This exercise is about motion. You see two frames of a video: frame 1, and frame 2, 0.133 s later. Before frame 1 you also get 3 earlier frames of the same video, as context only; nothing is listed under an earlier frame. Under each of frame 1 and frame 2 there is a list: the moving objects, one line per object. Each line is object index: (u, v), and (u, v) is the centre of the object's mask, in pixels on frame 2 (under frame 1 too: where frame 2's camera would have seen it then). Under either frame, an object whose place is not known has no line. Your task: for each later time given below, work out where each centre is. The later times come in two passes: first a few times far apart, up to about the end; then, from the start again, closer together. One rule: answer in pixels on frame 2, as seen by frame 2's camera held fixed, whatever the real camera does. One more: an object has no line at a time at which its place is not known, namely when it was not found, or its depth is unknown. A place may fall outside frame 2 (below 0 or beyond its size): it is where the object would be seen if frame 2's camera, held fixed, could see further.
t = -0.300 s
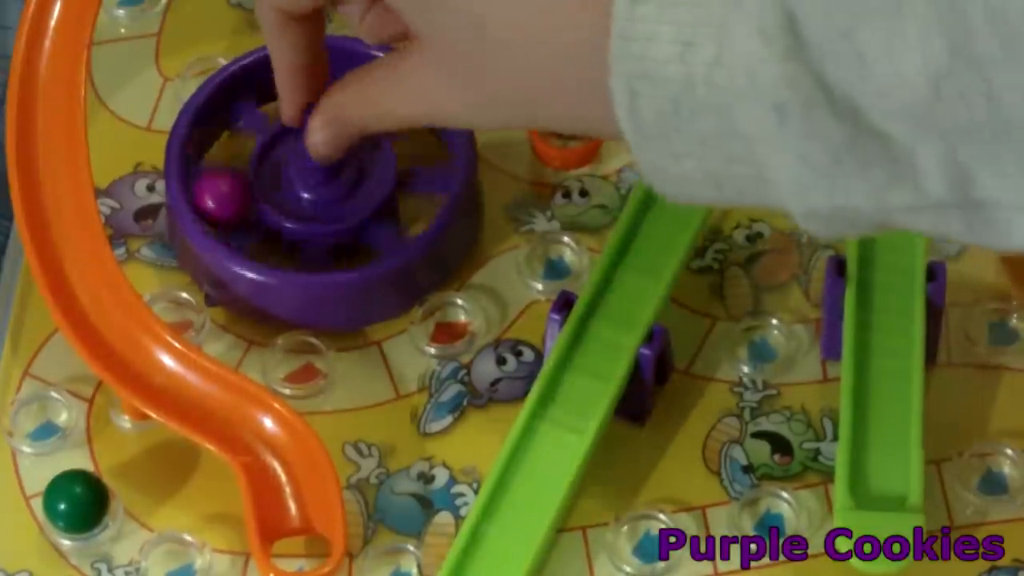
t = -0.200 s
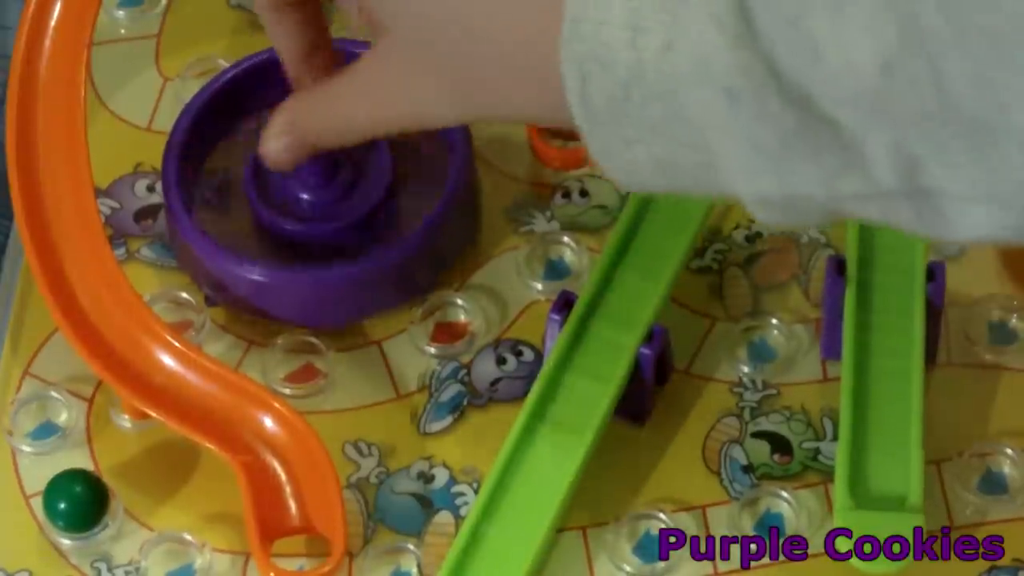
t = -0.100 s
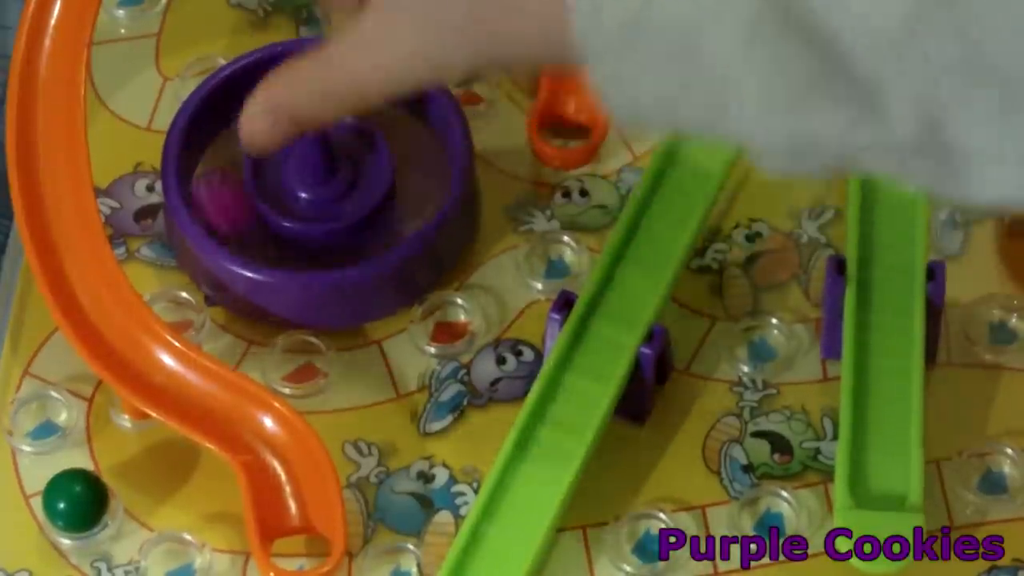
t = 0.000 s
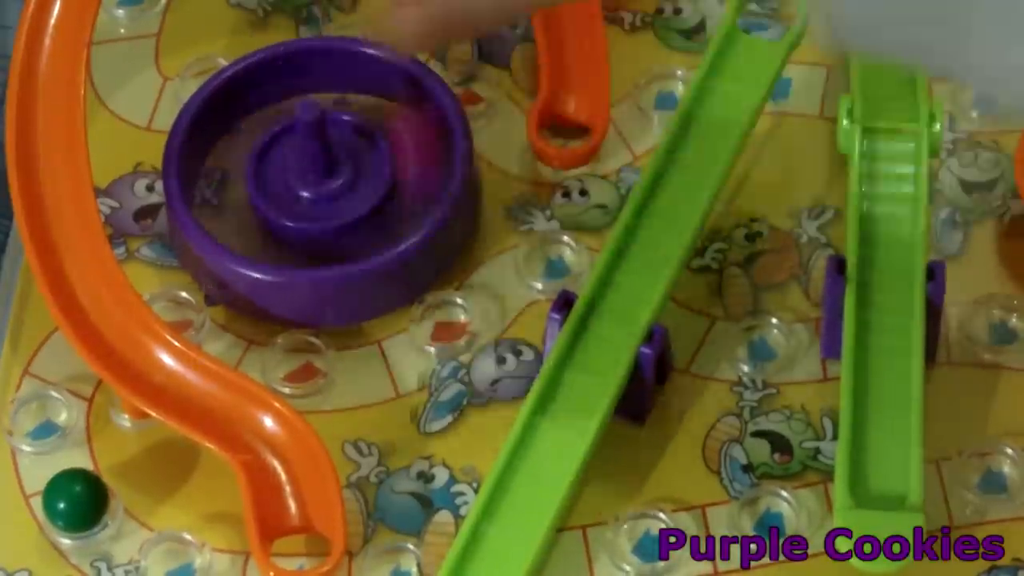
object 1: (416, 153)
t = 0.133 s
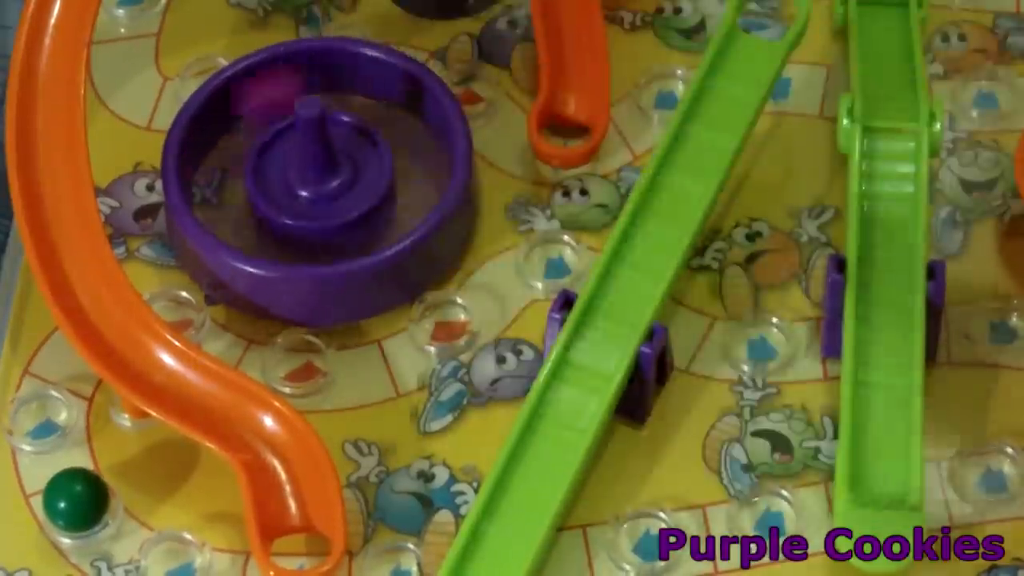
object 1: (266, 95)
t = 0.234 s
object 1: (317, 245)
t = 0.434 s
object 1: (303, 245)
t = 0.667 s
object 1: (233, 221)
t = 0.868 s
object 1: (275, 241)
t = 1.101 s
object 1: (265, 237)
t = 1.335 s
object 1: (294, 245)
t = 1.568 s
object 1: (354, 241)
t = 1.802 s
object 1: (419, 179)
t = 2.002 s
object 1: (290, 85)
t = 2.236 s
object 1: (213, 174)
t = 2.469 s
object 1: (341, 242)
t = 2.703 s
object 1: (377, 96)
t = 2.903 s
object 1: (231, 215)
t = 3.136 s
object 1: (417, 143)
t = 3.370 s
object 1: (212, 173)
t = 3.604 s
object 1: (418, 136)
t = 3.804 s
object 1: (263, 238)
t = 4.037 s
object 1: (281, 88)
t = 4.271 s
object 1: (423, 176)
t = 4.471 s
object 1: (302, 246)
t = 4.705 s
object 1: (209, 170)
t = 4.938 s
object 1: (257, 100)
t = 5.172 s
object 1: (317, 80)
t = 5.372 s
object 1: (336, 82)
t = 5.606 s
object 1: (336, 82)
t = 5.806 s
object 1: (336, 83)
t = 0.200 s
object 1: (411, 191)
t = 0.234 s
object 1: (317, 245)
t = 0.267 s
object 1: (225, 208)
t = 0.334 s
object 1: (298, 85)
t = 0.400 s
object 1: (397, 211)
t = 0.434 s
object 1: (303, 245)
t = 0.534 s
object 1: (290, 85)
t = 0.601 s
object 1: (409, 198)
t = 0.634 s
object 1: (323, 245)
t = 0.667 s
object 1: (233, 221)
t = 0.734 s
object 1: (266, 95)
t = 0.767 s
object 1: (367, 89)
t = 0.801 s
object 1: (421, 162)
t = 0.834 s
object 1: (369, 234)
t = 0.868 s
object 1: (275, 241)
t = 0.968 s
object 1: (293, 84)
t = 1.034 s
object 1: (417, 185)
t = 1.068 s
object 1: (357, 238)
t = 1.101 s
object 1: (265, 237)
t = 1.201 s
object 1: (288, 87)
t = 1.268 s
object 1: (419, 165)
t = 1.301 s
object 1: (379, 229)
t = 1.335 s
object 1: (294, 245)
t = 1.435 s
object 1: (256, 102)
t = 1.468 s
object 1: (334, 84)
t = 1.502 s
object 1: (407, 122)
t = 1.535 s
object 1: (417, 187)
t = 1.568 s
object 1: (354, 241)
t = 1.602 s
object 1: (274, 240)
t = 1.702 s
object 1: (260, 100)
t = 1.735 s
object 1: (333, 82)
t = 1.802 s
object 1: (419, 179)
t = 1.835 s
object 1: (370, 235)
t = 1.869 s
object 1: (292, 244)
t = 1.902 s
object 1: (234, 221)
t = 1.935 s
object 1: (214, 169)
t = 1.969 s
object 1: (234, 119)
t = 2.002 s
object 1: (290, 85)
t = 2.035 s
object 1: (360, 87)
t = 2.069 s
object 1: (414, 132)
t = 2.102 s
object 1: (414, 193)
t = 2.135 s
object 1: (362, 238)
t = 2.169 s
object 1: (289, 243)
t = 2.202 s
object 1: (233, 219)
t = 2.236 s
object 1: (213, 174)
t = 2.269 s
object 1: (227, 125)
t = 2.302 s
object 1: (272, 93)
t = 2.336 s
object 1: (339, 84)
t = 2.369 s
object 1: (401, 108)
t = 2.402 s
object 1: (423, 162)
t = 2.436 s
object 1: (399, 216)
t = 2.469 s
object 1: (341, 242)
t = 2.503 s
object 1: (275, 242)
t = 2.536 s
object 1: (230, 213)
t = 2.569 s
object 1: (213, 171)
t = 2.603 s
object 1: (227, 130)
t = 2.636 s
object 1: (265, 97)
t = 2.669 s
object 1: (323, 80)
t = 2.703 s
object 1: (377, 96)
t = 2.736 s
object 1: (415, 135)
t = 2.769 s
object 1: (419, 184)
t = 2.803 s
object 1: (385, 227)
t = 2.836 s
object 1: (327, 244)
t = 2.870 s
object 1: (270, 241)
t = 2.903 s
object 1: (231, 215)
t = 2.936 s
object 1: (214, 178)
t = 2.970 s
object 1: (221, 137)
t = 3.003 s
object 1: (249, 107)
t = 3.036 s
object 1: (294, 84)
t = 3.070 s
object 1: (347, 85)
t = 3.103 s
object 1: (392, 103)
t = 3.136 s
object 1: (417, 143)
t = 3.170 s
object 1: (419, 185)
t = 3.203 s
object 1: (391, 223)
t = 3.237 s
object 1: (344, 243)
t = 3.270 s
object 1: (292, 246)
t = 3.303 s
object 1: (251, 230)
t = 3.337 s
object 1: (223, 203)
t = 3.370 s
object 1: (212, 173)
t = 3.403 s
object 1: (217, 140)
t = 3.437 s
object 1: (242, 111)
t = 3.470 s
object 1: (277, 91)
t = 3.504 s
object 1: (320, 79)
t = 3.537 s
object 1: (358, 88)
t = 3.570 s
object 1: (399, 106)
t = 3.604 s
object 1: (418, 136)
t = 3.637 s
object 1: (422, 174)
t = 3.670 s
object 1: (408, 206)
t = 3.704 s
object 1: (377, 231)
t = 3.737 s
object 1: (338, 244)
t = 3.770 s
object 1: (299, 246)
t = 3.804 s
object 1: (263, 238)
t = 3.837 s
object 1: (234, 220)
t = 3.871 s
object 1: (218, 195)
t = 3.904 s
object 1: (212, 170)
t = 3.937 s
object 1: (218, 143)
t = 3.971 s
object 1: (231, 120)
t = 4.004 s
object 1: (255, 101)
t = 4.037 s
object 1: (281, 88)
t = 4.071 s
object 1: (316, 80)
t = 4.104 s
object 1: (346, 84)
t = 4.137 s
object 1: (373, 91)
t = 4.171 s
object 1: (400, 108)
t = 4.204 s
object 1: (414, 127)
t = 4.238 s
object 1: (421, 151)
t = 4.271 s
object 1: (423, 176)
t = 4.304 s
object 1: (412, 197)
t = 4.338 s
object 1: (396, 217)
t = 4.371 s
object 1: (376, 231)
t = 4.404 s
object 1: (352, 241)
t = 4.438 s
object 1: (327, 246)
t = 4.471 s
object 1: (302, 246)
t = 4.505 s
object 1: (278, 241)
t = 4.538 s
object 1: (257, 235)
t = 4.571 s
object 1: (240, 224)
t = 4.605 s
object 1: (228, 212)
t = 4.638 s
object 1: (219, 199)
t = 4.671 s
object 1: (213, 185)
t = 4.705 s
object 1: (209, 170)
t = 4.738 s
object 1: (209, 157)
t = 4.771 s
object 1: (213, 144)
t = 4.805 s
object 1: (217, 133)
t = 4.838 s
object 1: (227, 122)
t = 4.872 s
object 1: (234, 112)
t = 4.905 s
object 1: (247, 105)
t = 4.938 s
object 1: (257, 100)
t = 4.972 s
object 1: (267, 94)
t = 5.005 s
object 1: (276, 90)
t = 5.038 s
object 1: (283, 87)
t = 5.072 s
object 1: (294, 83)
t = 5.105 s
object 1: (301, 81)
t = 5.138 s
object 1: (309, 81)
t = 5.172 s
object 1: (317, 80)
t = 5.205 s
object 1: (322, 80)
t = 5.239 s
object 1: (326, 81)
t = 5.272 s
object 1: (330, 82)
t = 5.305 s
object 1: (333, 82)
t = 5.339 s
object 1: (335, 82)
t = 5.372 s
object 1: (336, 82)
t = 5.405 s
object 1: (336, 82)
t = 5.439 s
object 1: (336, 82)
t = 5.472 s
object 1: (336, 82)
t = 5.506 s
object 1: (336, 82)
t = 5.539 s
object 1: (336, 82)
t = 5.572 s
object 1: (336, 82)
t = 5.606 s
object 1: (336, 82)
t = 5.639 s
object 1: (337, 82)
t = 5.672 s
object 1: (336, 82)
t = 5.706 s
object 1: (337, 82)
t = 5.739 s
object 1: (336, 82)
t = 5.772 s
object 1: (337, 82)
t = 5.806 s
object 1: (336, 83)
